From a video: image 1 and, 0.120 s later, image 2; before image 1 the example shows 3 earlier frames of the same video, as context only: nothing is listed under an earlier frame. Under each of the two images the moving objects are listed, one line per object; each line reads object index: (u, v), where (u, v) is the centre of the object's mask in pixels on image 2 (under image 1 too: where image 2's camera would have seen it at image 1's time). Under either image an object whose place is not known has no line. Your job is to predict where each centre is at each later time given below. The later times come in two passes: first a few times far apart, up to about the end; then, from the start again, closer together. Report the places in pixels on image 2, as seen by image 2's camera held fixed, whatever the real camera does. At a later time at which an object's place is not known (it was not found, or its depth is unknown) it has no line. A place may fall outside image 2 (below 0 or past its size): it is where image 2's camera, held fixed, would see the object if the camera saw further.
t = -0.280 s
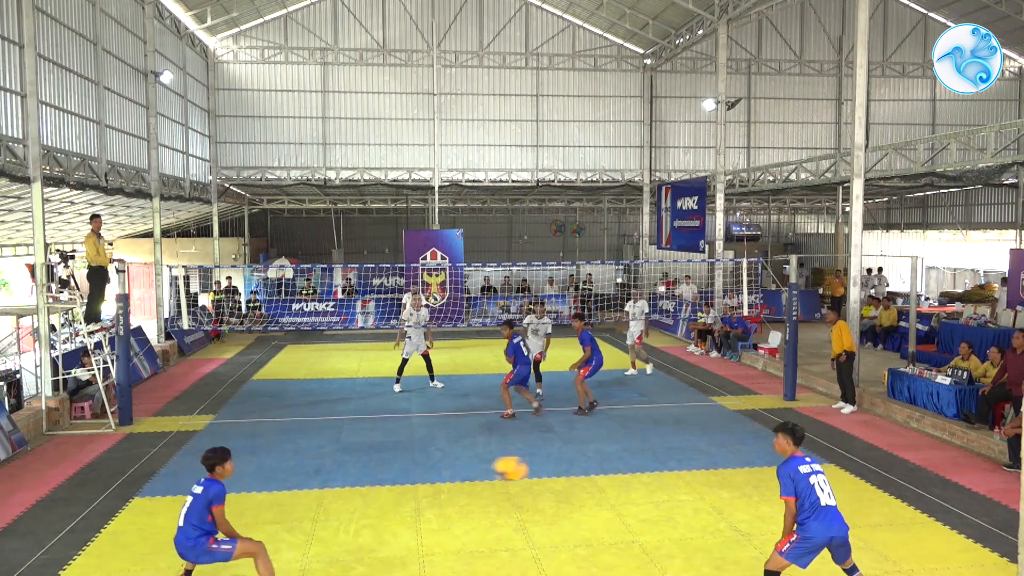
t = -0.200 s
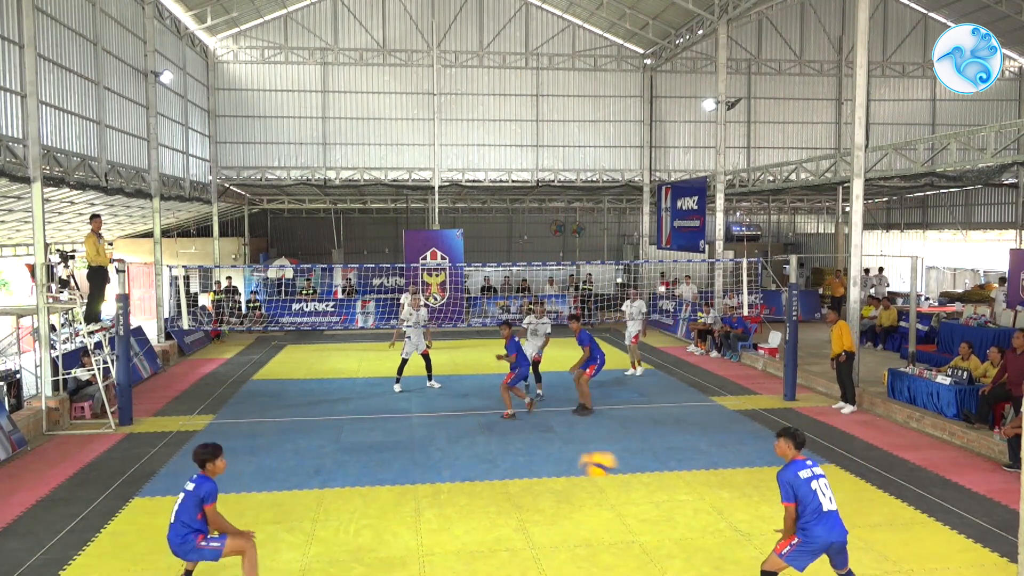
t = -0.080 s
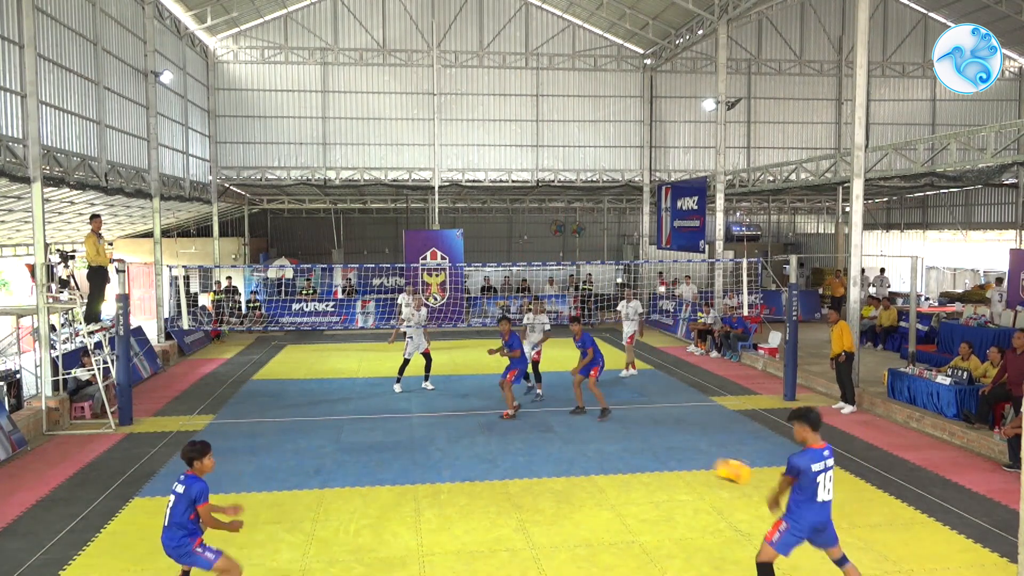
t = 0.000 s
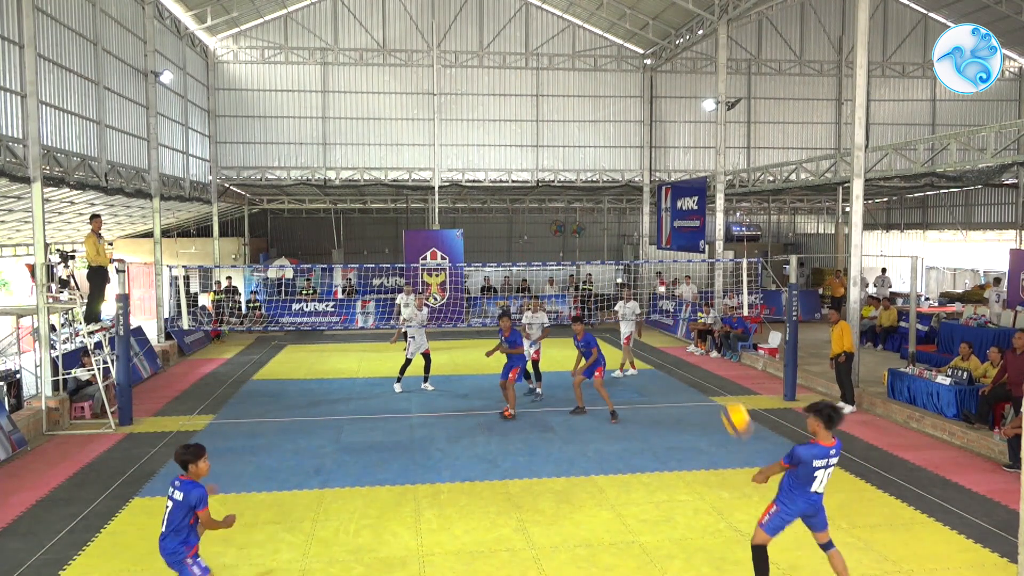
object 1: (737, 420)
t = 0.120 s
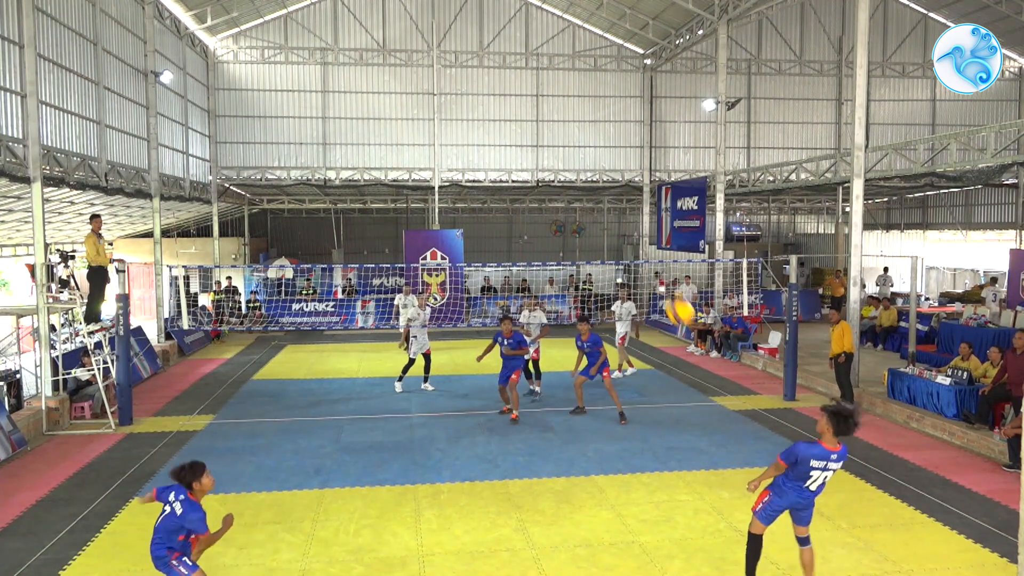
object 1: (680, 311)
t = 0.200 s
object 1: (643, 247)
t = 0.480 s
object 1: (523, 90)
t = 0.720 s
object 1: (430, 30)
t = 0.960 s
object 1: (344, 37)
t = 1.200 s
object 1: (264, 104)
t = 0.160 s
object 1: (662, 279)
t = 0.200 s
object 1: (643, 247)
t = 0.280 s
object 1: (608, 193)
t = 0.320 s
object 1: (591, 168)
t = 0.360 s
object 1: (574, 147)
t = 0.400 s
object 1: (557, 125)
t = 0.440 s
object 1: (540, 107)
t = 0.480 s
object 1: (523, 90)
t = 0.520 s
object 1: (507, 75)
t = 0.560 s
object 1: (492, 63)
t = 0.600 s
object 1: (476, 52)
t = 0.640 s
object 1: (460, 42)
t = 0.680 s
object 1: (445, 36)
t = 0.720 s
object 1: (430, 30)
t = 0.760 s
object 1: (415, 27)
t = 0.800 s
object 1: (401, 25)
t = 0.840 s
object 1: (386, 25)
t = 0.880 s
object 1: (372, 28)
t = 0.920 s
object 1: (357, 31)
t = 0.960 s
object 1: (344, 37)
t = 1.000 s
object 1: (330, 43)
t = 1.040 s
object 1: (316, 52)
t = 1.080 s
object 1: (303, 63)
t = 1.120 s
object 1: (289, 75)
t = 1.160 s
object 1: (276, 89)
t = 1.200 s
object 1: (264, 104)
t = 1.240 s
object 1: (251, 121)
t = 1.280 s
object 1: (238, 139)
